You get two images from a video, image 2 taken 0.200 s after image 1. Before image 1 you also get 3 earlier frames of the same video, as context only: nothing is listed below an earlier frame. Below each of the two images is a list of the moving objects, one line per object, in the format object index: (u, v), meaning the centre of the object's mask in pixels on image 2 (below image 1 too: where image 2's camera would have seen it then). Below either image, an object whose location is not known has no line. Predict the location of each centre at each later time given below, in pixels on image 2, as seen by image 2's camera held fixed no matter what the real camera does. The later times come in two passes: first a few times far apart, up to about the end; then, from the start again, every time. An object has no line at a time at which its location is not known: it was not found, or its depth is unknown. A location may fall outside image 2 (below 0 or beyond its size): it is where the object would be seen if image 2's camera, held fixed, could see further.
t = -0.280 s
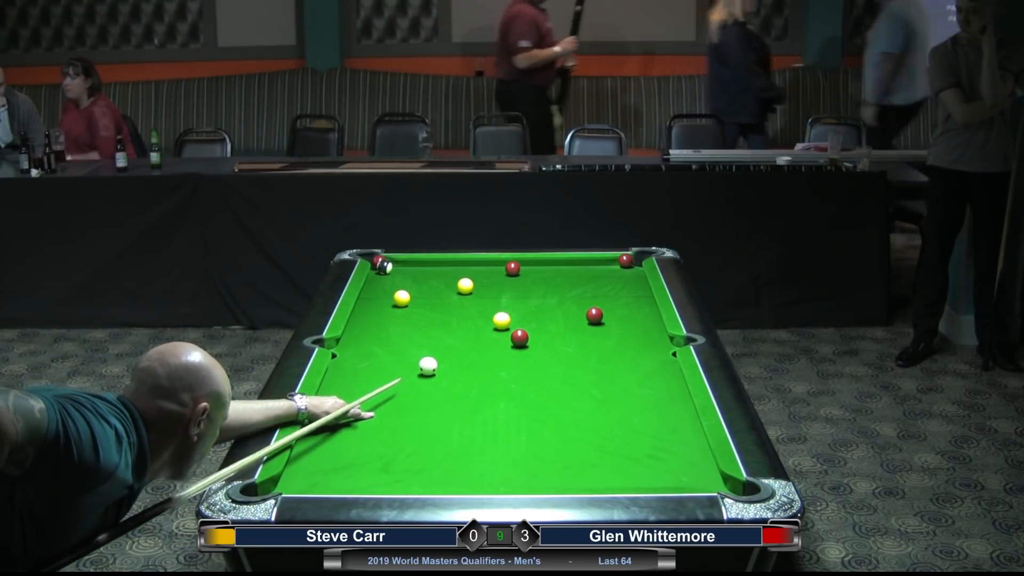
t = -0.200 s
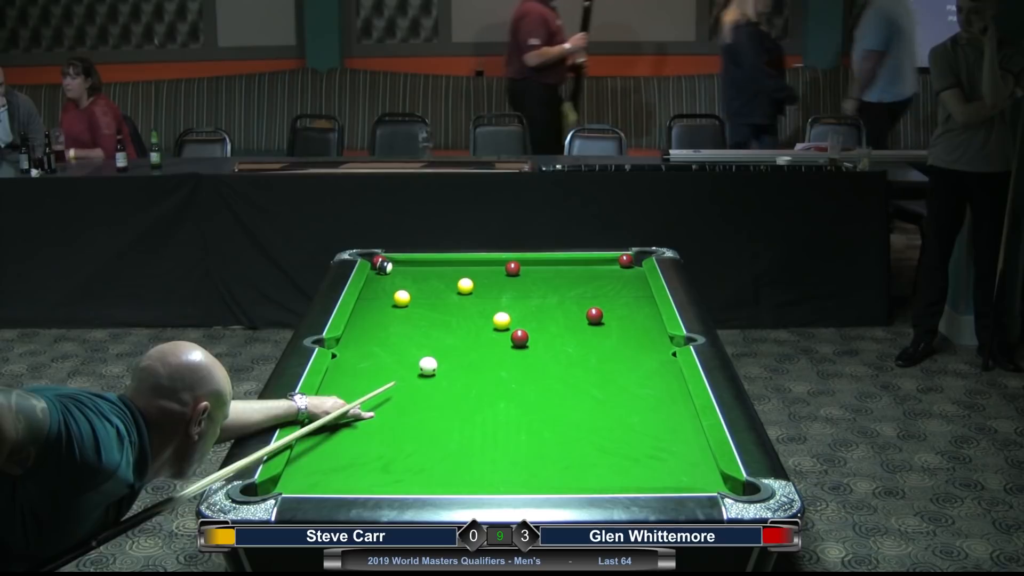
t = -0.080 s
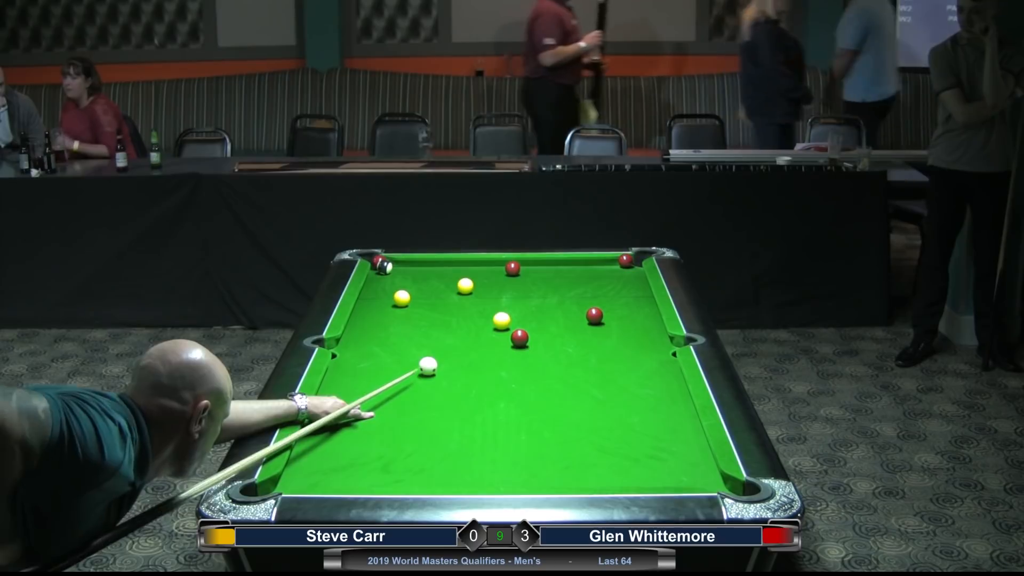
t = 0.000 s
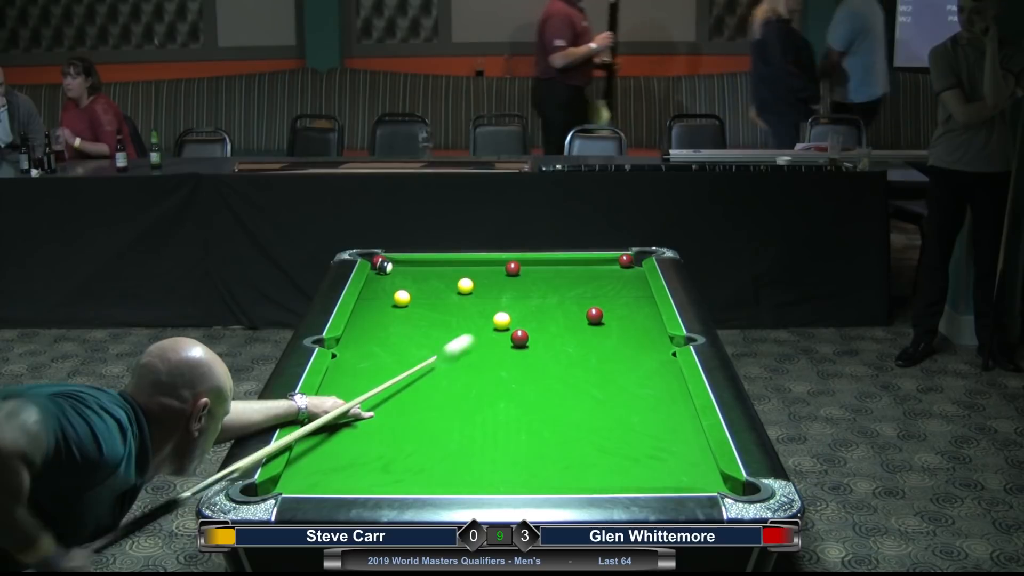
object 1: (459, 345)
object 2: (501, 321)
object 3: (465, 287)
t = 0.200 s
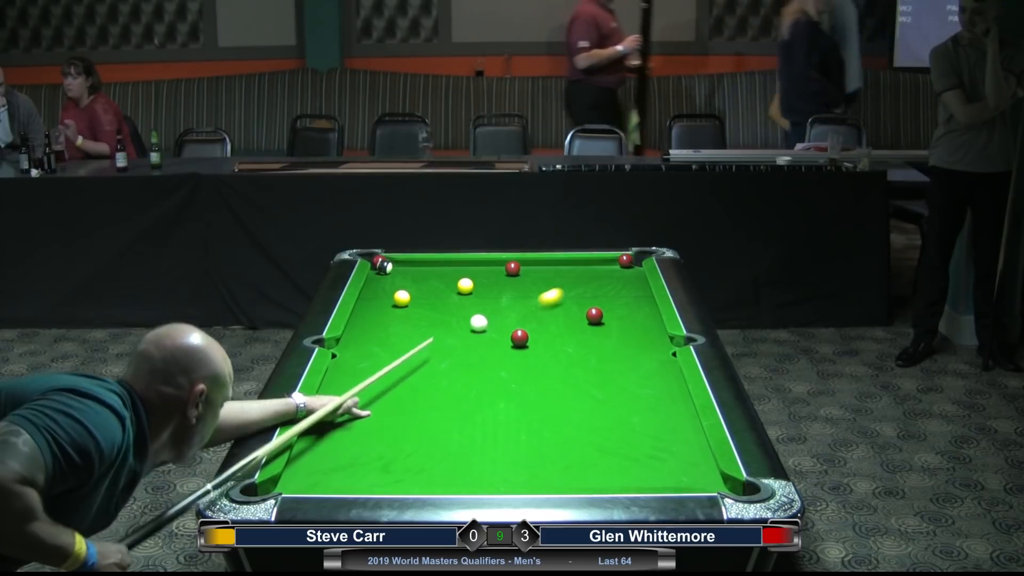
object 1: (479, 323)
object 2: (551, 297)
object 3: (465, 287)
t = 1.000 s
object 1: (459, 291)
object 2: (571, 265)
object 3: (467, 284)
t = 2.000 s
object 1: (428, 285)
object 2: (466, 263)
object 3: (480, 274)
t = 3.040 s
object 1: (423, 284)
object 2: (398, 266)
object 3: (486, 272)
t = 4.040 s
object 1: (423, 284)
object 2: (396, 266)
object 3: (486, 272)
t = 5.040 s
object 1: (423, 284)
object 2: (396, 265)
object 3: (486, 272)
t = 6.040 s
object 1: (423, 284)
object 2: (396, 266)
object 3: (486, 272)
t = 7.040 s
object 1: (423, 284)
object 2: (396, 265)
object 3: (486, 272)
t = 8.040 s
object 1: (423, 284)
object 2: (396, 266)
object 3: (486, 272)
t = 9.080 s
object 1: (423, 284)
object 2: (396, 266)
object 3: (486, 272)
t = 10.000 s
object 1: (423, 284)
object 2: (396, 266)
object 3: (486, 272)
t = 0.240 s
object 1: (477, 321)
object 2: (564, 291)
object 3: (465, 287)
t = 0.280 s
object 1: (476, 319)
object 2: (575, 286)
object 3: (465, 287)
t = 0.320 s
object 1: (475, 317)
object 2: (586, 282)
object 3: (465, 287)
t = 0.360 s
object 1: (473, 315)
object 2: (596, 277)
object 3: (465, 287)
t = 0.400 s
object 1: (472, 313)
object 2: (605, 273)
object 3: (465, 287)
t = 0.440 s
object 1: (471, 312)
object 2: (614, 269)
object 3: (465, 287)
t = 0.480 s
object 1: (470, 310)
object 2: (623, 265)
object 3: (465, 287)
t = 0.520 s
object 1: (469, 308)
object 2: (631, 264)
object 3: (465, 287)
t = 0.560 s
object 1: (468, 307)
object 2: (631, 265)
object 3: (465, 287)
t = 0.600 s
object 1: (467, 305)
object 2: (624, 266)
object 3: (465, 287)
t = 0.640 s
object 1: (467, 303)
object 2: (618, 266)
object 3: (465, 287)
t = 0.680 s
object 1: (466, 302)
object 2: (612, 266)
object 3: (465, 286)
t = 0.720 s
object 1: (465, 300)
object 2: (607, 266)
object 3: (465, 286)
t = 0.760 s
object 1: (464, 299)
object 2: (602, 266)
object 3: (466, 285)
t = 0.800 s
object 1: (463, 297)
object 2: (596, 265)
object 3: (466, 285)
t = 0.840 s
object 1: (463, 296)
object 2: (591, 265)
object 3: (466, 284)
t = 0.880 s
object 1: (462, 294)
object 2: (586, 265)
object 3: (466, 284)
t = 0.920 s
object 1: (461, 293)
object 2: (581, 265)
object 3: (467, 284)
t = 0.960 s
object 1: (460, 292)
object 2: (576, 265)
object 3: (467, 284)
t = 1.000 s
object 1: (459, 291)
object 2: (571, 265)
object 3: (467, 284)
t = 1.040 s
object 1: (457, 290)
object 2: (566, 264)
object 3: (468, 285)
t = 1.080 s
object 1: (455, 290)
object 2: (561, 264)
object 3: (468, 284)
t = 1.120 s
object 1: (454, 290)
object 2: (556, 264)
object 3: (468, 284)
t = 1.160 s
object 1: (452, 289)
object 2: (551, 264)
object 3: (469, 284)
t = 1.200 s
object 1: (451, 289)
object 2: (547, 264)
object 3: (469, 283)
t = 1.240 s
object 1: (449, 289)
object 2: (542, 264)
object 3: (470, 283)
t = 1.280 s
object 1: (448, 288)
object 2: (537, 263)
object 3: (471, 282)
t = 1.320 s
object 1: (446, 288)
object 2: (533, 263)
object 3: (471, 281)
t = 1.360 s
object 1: (445, 288)
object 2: (528, 263)
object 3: (472, 281)
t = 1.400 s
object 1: (444, 288)
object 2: (524, 263)
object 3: (472, 280)
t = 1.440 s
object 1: (442, 287)
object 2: (521, 262)
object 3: (473, 280)
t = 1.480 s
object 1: (441, 287)
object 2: (516, 260)
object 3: (474, 279)
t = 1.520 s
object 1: (440, 287)
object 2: (510, 260)
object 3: (474, 279)
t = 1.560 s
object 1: (439, 287)
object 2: (505, 261)
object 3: (475, 278)
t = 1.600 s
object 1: (437, 287)
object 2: (501, 262)
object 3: (475, 278)
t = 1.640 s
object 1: (436, 286)
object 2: (498, 262)
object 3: (476, 278)
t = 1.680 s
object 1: (435, 286)
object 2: (494, 262)
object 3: (476, 277)
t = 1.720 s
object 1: (434, 286)
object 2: (490, 262)
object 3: (477, 277)
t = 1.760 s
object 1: (433, 286)
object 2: (487, 262)
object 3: (477, 276)
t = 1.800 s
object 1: (432, 286)
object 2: (483, 262)
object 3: (478, 276)
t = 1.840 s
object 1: (431, 286)
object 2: (480, 261)
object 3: (478, 276)
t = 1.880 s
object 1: (430, 286)
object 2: (476, 261)
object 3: (479, 275)
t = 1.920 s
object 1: (430, 285)
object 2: (472, 262)
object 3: (479, 275)
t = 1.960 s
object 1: (429, 285)
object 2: (469, 262)
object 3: (480, 275)
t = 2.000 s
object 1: (428, 285)
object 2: (466, 263)
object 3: (480, 274)
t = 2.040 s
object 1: (427, 285)
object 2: (462, 263)
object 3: (480, 274)
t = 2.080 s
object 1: (427, 285)
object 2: (460, 263)
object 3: (481, 274)
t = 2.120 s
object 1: (426, 285)
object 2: (456, 263)
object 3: (481, 274)
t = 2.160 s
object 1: (426, 285)
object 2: (453, 263)
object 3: (482, 273)
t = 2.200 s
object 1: (425, 285)
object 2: (450, 263)
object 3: (482, 273)
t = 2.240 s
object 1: (425, 285)
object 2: (447, 263)
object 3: (483, 273)
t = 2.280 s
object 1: (424, 285)
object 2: (444, 264)
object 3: (483, 273)
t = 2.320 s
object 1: (424, 285)
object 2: (441, 264)
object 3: (483, 273)
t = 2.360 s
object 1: (424, 285)
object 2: (438, 264)
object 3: (483, 272)
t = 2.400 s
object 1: (423, 284)
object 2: (435, 264)
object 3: (484, 272)
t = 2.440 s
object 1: (423, 284)
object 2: (432, 264)
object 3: (484, 272)
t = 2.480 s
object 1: (423, 284)
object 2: (430, 264)
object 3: (484, 272)
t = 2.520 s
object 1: (423, 284)
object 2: (427, 264)
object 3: (485, 272)
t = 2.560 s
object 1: (423, 284)
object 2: (424, 264)
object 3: (485, 272)
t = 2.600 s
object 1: (423, 284)
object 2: (422, 265)
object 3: (485, 272)
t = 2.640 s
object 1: (423, 284)
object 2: (419, 265)
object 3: (485, 272)
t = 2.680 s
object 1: (423, 284)
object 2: (417, 265)
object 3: (486, 272)
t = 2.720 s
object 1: (423, 284)
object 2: (414, 265)
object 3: (486, 272)
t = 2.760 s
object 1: (423, 284)
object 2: (412, 265)
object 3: (486, 271)
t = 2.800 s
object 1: (423, 284)
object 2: (410, 265)
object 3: (486, 271)
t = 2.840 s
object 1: (423, 284)
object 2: (407, 265)
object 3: (486, 272)
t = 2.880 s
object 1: (423, 284)
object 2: (405, 265)
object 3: (486, 271)
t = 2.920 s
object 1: (423, 284)
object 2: (403, 265)
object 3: (486, 271)
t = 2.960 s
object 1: (423, 284)
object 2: (401, 266)
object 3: (486, 271)
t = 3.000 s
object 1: (423, 284)
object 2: (399, 265)
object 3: (486, 272)
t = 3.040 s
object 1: (423, 284)
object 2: (398, 266)
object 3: (486, 272)
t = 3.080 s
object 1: (423, 284)
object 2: (398, 265)
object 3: (486, 272)
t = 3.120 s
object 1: (423, 284)
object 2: (398, 265)
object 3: (486, 271)
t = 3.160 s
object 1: (423, 284)
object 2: (397, 265)
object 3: (486, 272)
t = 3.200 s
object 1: (423, 284)
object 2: (397, 265)
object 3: (486, 272)
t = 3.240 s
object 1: (423, 284)
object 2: (397, 266)
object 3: (486, 271)
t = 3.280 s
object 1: (423, 284)
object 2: (396, 266)
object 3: (486, 272)
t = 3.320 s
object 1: (423, 284)
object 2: (396, 265)
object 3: (486, 272)
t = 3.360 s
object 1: (423, 284)
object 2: (396, 265)
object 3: (486, 272)
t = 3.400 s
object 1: (423, 284)
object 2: (396, 266)
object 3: (486, 271)
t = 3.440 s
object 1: (423, 284)
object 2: (396, 266)
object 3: (486, 272)
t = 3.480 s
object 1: (423, 284)
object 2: (396, 266)
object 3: (486, 272)
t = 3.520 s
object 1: (423, 284)
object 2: (396, 266)
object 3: (486, 272)
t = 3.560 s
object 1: (423, 284)
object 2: (396, 265)
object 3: (486, 272)
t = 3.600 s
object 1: (423, 284)
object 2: (396, 266)
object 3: (486, 272)
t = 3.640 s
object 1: (423, 284)
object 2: (396, 266)
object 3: (486, 272)
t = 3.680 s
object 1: (423, 284)
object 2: (396, 266)
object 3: (486, 272)
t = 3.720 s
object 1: (423, 284)
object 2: (396, 266)
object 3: (486, 272)
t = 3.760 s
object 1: (423, 284)
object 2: (396, 266)
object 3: (486, 272)
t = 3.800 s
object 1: (423, 284)
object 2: (396, 266)
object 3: (486, 272)
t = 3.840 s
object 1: (423, 284)
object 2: (396, 266)
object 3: (486, 272)
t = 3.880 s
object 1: (423, 284)
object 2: (396, 266)
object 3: (486, 272)
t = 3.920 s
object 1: (423, 284)
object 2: (396, 266)
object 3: (486, 272)
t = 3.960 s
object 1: (423, 284)
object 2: (396, 266)
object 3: (486, 272)
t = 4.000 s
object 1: (423, 284)
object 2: (396, 266)
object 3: (486, 272)
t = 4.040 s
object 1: (423, 284)
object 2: (396, 266)
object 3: (486, 272)
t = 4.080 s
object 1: (423, 284)
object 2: (396, 266)
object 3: (486, 272)
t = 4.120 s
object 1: (423, 284)
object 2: (396, 266)
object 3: (486, 272)
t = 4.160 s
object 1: (423, 284)
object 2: (396, 266)
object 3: (486, 272)
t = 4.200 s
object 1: (423, 284)
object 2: (396, 266)
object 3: (486, 272)
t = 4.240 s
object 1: (423, 284)
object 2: (396, 266)
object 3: (486, 272)
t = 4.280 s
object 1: (423, 284)
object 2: (396, 266)
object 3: (486, 272)
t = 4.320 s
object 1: (423, 284)
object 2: (396, 266)
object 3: (486, 272)
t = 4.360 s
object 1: (423, 284)
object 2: (396, 266)
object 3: (486, 272)
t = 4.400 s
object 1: (423, 284)
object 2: (396, 266)
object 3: (486, 272)
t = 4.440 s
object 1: (423, 284)
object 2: (396, 266)
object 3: (486, 272)
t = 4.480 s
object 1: (423, 284)
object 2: (396, 266)
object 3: (486, 272)
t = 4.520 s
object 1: (423, 284)
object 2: (396, 266)
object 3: (486, 272)
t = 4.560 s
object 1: (423, 284)
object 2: (396, 266)
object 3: (486, 272)
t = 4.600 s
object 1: (423, 284)
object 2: (396, 266)
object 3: (486, 272)
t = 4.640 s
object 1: (423, 284)
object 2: (396, 266)
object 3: (486, 272)
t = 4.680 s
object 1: (423, 284)
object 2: (396, 266)
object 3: (486, 272)
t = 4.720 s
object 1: (423, 284)
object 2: (396, 266)
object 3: (486, 272)
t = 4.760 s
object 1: (423, 284)
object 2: (396, 266)
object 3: (486, 272)
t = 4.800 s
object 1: (423, 284)
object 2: (396, 266)
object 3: (486, 272)
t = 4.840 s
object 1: (423, 284)
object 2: (396, 266)
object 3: (486, 272)
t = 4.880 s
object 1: (423, 284)
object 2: (396, 265)
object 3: (486, 272)
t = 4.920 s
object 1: (423, 284)
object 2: (396, 265)
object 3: (486, 271)
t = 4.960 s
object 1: (423, 284)
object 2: (396, 265)
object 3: (486, 272)
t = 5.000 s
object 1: (423, 284)
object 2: (396, 265)
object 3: (486, 272)
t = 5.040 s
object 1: (423, 284)
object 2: (396, 265)
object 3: (486, 272)
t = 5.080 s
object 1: (423, 284)
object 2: (396, 265)
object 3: (486, 272)
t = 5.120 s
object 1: (423, 284)
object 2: (396, 265)
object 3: (486, 272)
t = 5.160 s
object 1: (423, 284)
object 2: (396, 265)
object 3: (486, 272)
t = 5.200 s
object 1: (423, 284)
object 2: (396, 265)
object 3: (486, 272)
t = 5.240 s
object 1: (423, 284)
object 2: (396, 265)
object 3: (486, 272)
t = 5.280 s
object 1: (423, 284)
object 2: (396, 265)
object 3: (486, 272)
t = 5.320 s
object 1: (423, 284)
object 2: (396, 265)
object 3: (486, 272)
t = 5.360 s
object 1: (423, 284)
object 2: (396, 265)
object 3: (486, 272)
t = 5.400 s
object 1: (423, 284)
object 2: (396, 265)
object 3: (486, 272)
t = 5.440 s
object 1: (423, 284)
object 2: (396, 266)
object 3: (486, 272)
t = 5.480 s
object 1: (423, 284)
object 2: (396, 266)
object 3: (486, 272)
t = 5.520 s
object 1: (423, 284)
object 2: (396, 266)
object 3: (486, 272)
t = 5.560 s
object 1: (423, 284)
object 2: (396, 266)
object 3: (486, 272)
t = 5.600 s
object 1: (423, 284)
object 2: (396, 266)
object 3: (486, 272)
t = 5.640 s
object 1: (423, 284)
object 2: (396, 266)
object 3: (486, 272)
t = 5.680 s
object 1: (423, 284)
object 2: (396, 266)
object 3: (486, 271)
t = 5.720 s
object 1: (423, 284)
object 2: (396, 266)
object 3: (486, 272)
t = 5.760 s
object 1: (423, 284)
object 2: (396, 266)
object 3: (486, 272)
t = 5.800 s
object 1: (423, 284)
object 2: (396, 266)
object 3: (486, 272)
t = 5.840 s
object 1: (423, 284)
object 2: (396, 266)
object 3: (486, 272)
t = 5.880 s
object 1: (423, 284)
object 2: (396, 266)
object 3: (486, 272)
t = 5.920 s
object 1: (423, 284)
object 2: (396, 266)
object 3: (486, 272)
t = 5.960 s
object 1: (423, 284)
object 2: (396, 266)
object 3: (486, 272)
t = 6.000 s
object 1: (423, 284)
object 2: (396, 266)
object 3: (486, 272)
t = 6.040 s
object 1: (423, 284)
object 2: (396, 266)
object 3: (486, 272)
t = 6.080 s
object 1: (423, 284)
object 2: (396, 266)
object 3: (486, 272)
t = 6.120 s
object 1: (423, 284)
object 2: (396, 266)
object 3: (486, 272)
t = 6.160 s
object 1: (423, 284)
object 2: (396, 266)
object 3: (486, 272)
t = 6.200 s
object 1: (423, 284)
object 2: (396, 266)
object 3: (486, 272)
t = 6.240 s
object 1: (423, 284)
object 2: (396, 266)
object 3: (486, 272)
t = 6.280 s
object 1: (423, 284)
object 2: (396, 266)
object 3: (486, 272)
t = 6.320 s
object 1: (423, 284)
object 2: (396, 266)
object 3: (486, 272)
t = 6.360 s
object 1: (423, 284)
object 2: (396, 266)
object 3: (486, 272)
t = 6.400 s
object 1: (423, 284)
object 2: (396, 266)
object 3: (486, 272)
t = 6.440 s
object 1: (423, 284)
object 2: (396, 266)
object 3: (486, 272)
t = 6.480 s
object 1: (423, 284)
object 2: (396, 266)
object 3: (486, 272)
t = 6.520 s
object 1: (423, 284)
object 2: (396, 266)
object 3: (486, 272)
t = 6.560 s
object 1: (423, 284)
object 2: (396, 266)
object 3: (486, 272)
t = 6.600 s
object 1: (423, 284)
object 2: (396, 266)
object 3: (486, 272)
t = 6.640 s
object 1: (423, 284)
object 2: (396, 266)
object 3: (486, 272)
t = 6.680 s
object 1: (423, 284)
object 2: (396, 266)
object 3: (486, 272)
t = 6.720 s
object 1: (423, 284)
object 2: (396, 266)
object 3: (486, 272)
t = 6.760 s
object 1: (423, 284)
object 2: (396, 266)
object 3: (486, 272)
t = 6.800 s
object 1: (423, 284)
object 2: (396, 266)
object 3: (486, 272)
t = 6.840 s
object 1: (423, 284)
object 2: (396, 266)
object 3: (486, 272)
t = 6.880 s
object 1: (423, 284)
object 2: (396, 266)
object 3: (486, 272)
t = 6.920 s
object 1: (423, 284)
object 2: (396, 266)
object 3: (486, 272)
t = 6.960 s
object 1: (423, 284)
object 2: (396, 266)
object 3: (486, 272)
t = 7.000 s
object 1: (423, 284)
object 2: (396, 265)
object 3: (486, 272)
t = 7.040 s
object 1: (423, 284)
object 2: (396, 265)
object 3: (486, 272)
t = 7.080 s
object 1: (423, 284)
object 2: (396, 265)
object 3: (486, 272)
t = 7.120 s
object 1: (423, 284)
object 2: (396, 265)
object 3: (486, 272)
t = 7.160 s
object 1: (423, 284)
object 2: (396, 265)
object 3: (486, 272)
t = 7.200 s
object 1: (423, 284)
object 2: (396, 265)
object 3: (486, 272)
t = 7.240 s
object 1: (423, 284)
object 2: (396, 265)
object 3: (486, 272)
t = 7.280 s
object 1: (423, 284)
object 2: (396, 266)
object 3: (486, 272)
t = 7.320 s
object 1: (423, 284)
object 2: (396, 266)
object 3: (486, 272)
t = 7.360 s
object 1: (423, 284)
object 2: (396, 266)
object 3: (486, 272)
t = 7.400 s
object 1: (423, 284)
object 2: (396, 265)
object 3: (486, 272)
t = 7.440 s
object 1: (423, 284)
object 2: (396, 266)
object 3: (486, 272)
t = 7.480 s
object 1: (423, 284)
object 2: (396, 265)
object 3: (486, 272)
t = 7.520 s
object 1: (423, 284)
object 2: (396, 265)
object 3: (486, 272)
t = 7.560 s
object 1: (423, 284)
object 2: (396, 266)
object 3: (486, 272)
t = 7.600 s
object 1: (423, 284)
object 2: (396, 266)
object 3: (486, 272)
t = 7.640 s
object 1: (423, 284)
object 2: (396, 266)
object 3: (486, 272)
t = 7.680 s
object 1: (423, 284)
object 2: (396, 265)
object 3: (486, 272)
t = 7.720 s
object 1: (423, 284)
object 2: (396, 266)
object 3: (486, 272)
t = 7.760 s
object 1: (423, 284)
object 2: (396, 266)
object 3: (486, 272)
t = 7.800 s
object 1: (423, 284)
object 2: (396, 266)
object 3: (486, 272)
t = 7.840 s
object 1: (423, 284)
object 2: (396, 266)
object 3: (486, 272)
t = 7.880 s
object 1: (423, 284)
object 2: (396, 266)
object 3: (486, 272)
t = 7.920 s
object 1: (423, 284)
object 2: (396, 266)
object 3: (486, 272)
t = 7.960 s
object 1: (423, 284)
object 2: (396, 266)
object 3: (486, 272)
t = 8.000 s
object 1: (423, 284)
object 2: (396, 266)
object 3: (486, 272)
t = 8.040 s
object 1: (423, 284)
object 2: (396, 266)
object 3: (486, 272)
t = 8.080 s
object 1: (423, 284)
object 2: (396, 266)
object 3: (486, 272)
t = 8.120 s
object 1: (423, 284)
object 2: (396, 266)
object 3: (486, 272)
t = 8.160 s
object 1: (423, 284)
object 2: (396, 266)
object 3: (486, 272)
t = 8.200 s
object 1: (423, 284)
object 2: (396, 266)
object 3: (486, 272)
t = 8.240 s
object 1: (423, 284)
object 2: (396, 266)
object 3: (486, 272)
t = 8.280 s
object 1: (423, 284)
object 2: (396, 266)
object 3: (486, 272)
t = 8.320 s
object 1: (423, 284)
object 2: (396, 266)
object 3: (486, 272)
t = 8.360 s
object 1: (423, 284)
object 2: (396, 266)
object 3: (486, 272)
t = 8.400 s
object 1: (423, 284)
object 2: (396, 266)
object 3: (486, 272)
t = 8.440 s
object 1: (423, 284)
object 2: (396, 266)
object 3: (486, 272)
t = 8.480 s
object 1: (423, 284)
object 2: (396, 266)
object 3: (486, 272)
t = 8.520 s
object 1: (423, 284)
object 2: (396, 266)
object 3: (486, 272)
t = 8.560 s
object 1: (423, 284)
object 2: (396, 266)
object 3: (486, 272)
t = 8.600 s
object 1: (423, 284)
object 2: (396, 266)
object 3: (486, 272)
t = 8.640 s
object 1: (423, 284)
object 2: (396, 266)
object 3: (486, 272)
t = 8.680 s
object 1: (423, 284)
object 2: (396, 266)
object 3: (486, 272)
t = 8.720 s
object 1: (423, 284)
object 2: (396, 266)
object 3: (486, 272)
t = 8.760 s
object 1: (423, 284)
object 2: (396, 266)
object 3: (486, 272)
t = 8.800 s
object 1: (423, 284)
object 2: (396, 266)
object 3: (486, 272)
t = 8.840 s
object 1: (423, 284)
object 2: (396, 266)
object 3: (486, 272)
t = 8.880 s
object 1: (423, 284)
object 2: (396, 266)
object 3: (486, 272)
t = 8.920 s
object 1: (423, 284)
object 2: (396, 266)
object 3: (486, 272)
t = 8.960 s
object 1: (423, 284)
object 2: (396, 266)
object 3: (486, 272)
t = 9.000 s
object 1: (423, 284)
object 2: (396, 266)
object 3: (486, 272)
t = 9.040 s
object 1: (423, 284)
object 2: (396, 266)
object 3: (486, 272)
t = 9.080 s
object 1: (423, 284)
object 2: (396, 266)
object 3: (486, 272)
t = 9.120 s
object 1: (423, 284)
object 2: (396, 266)
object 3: (486, 272)
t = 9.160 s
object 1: (423, 284)
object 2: (396, 266)
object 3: (486, 272)
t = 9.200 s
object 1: (423, 284)
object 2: (396, 266)
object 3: (486, 272)
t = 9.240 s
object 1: (423, 284)
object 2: (396, 266)
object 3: (486, 272)
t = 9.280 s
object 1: (423, 284)
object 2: (396, 266)
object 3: (486, 272)
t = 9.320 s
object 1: (423, 284)
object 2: (396, 266)
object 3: (486, 272)
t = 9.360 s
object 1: (423, 284)
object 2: (396, 266)
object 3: (486, 272)
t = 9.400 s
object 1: (423, 284)
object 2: (396, 266)
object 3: (486, 272)
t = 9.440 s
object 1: (423, 284)
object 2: (396, 266)
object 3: (486, 272)
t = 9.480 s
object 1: (423, 284)
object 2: (396, 266)
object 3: (486, 272)
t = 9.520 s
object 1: (423, 284)
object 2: (396, 266)
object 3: (486, 272)
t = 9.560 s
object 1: (423, 284)
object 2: (396, 266)
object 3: (486, 272)
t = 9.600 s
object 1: (423, 284)
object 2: (396, 266)
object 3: (486, 272)
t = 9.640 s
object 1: (423, 284)
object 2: (396, 266)
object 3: (486, 272)
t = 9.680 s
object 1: (423, 284)
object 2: (396, 266)
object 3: (486, 272)
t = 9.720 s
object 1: (423, 284)
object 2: (396, 266)
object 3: (486, 272)
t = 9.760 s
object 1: (423, 284)
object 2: (396, 266)
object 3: (486, 272)
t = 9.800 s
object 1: (423, 284)
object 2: (396, 266)
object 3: (486, 272)
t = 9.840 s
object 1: (423, 284)
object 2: (396, 266)
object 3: (486, 272)
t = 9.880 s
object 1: (423, 284)
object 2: (396, 266)
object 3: (486, 272)
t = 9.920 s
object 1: (423, 284)
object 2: (396, 265)
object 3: (486, 272)
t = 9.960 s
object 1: (423, 284)
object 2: (396, 266)
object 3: (486, 272)
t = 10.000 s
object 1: (423, 284)
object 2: (396, 266)
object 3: (486, 272)
